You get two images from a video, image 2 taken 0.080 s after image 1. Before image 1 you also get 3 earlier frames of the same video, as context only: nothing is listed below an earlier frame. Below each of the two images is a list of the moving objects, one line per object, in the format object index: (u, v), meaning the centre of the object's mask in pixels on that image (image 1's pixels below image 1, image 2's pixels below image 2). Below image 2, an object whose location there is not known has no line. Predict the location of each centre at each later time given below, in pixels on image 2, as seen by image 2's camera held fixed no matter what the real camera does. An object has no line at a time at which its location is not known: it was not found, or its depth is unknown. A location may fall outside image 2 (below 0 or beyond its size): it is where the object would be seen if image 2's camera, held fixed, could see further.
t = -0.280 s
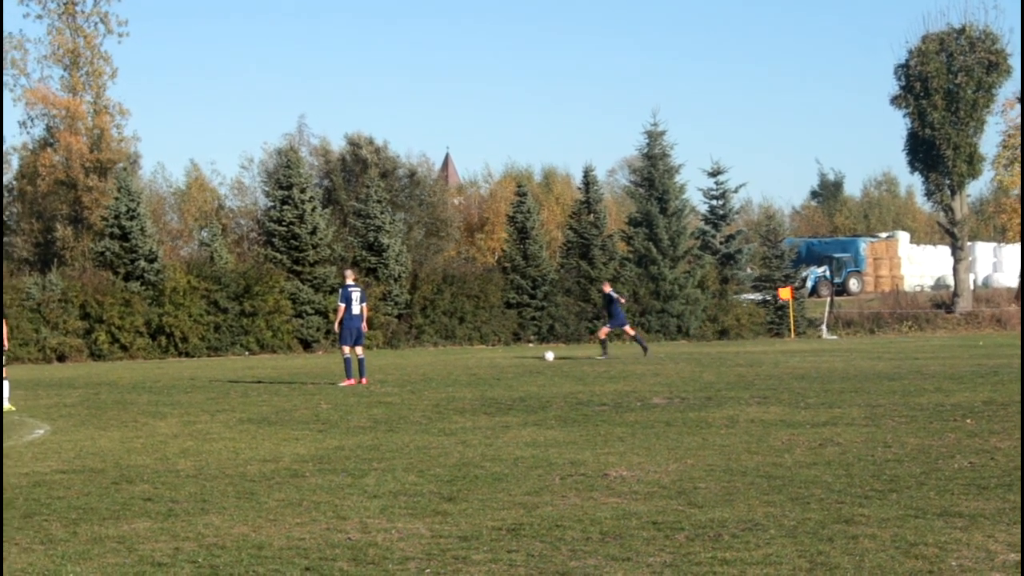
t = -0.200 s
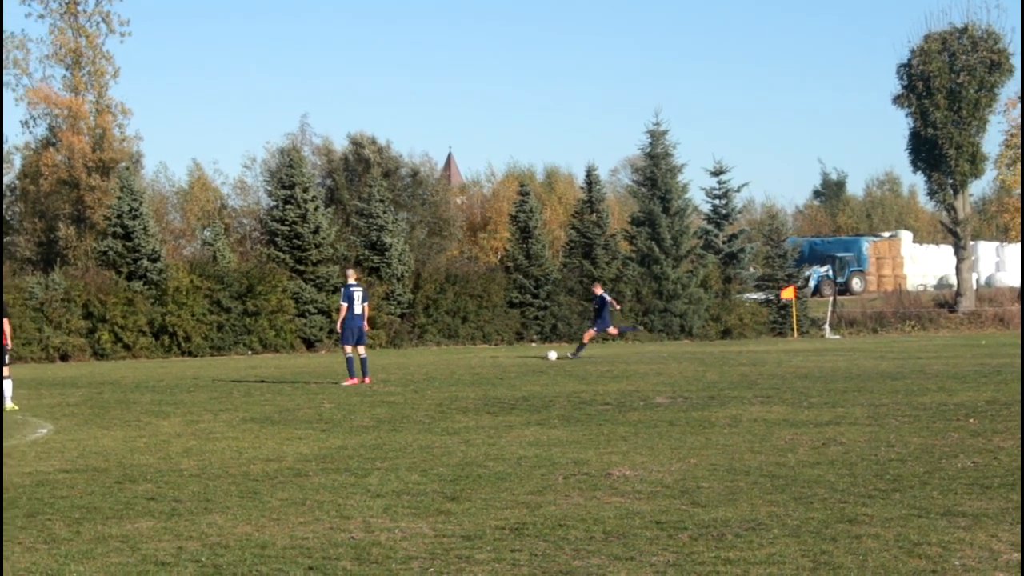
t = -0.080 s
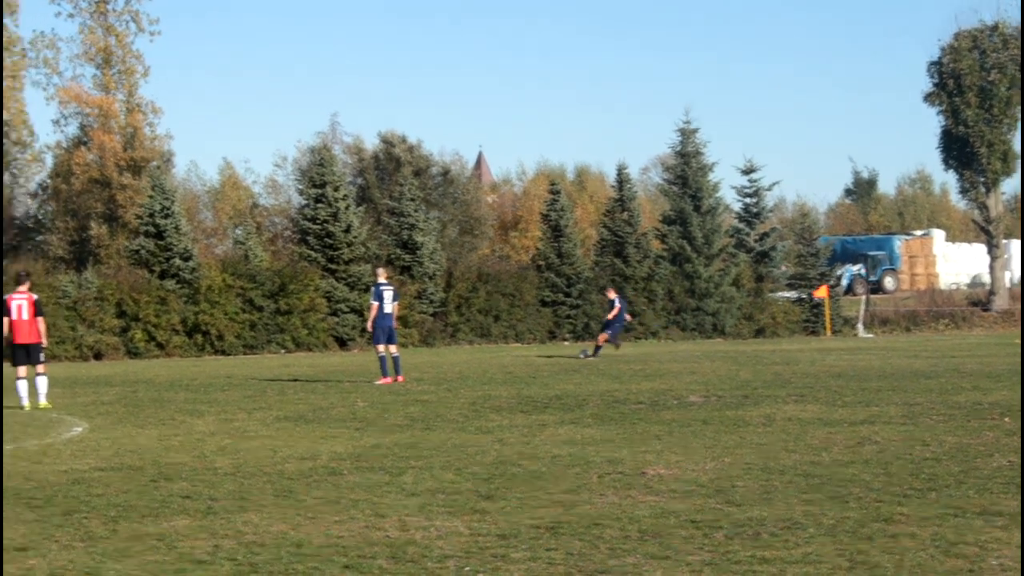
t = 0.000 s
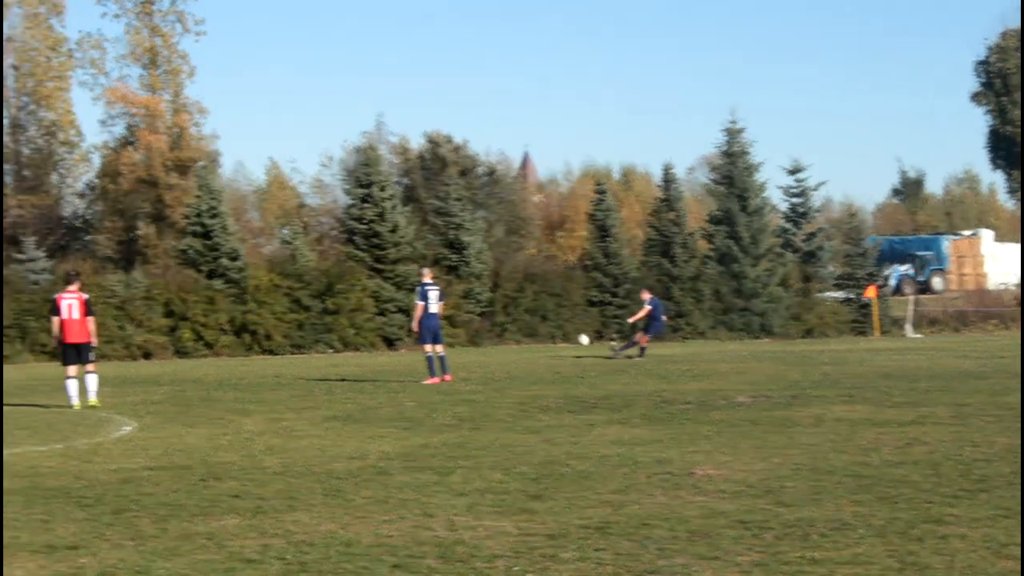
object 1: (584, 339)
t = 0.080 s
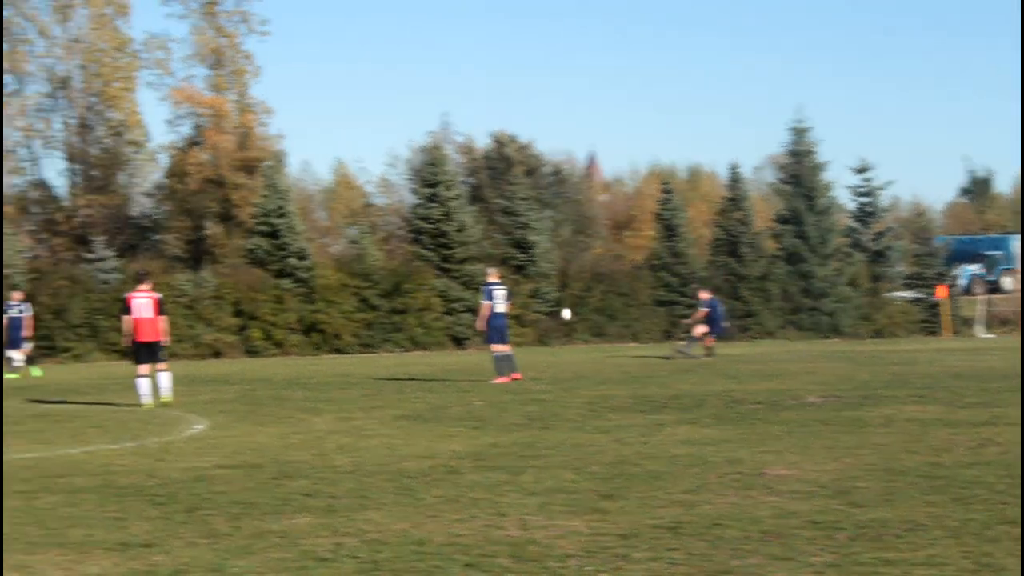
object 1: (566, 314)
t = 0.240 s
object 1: (398, 263)
